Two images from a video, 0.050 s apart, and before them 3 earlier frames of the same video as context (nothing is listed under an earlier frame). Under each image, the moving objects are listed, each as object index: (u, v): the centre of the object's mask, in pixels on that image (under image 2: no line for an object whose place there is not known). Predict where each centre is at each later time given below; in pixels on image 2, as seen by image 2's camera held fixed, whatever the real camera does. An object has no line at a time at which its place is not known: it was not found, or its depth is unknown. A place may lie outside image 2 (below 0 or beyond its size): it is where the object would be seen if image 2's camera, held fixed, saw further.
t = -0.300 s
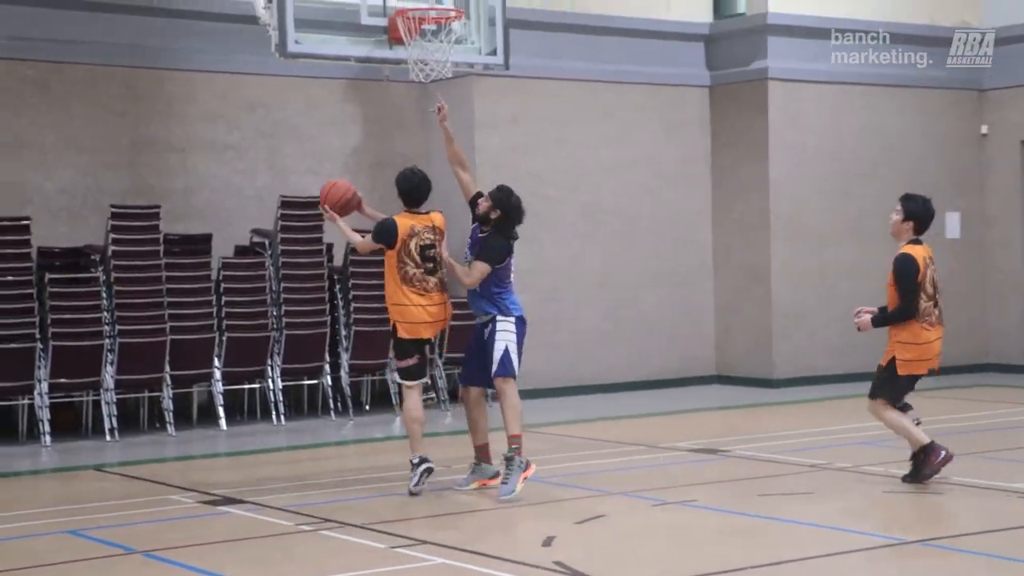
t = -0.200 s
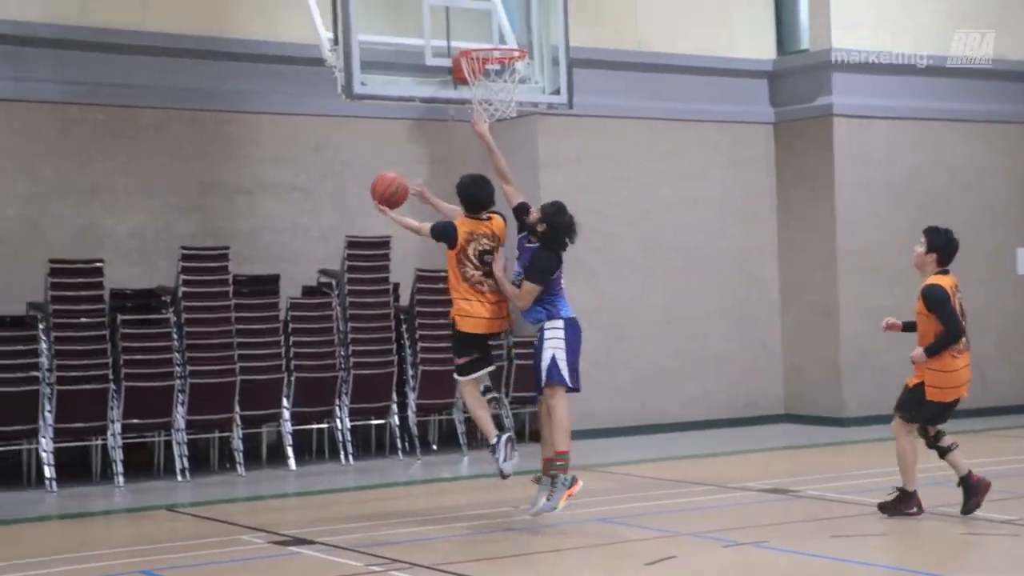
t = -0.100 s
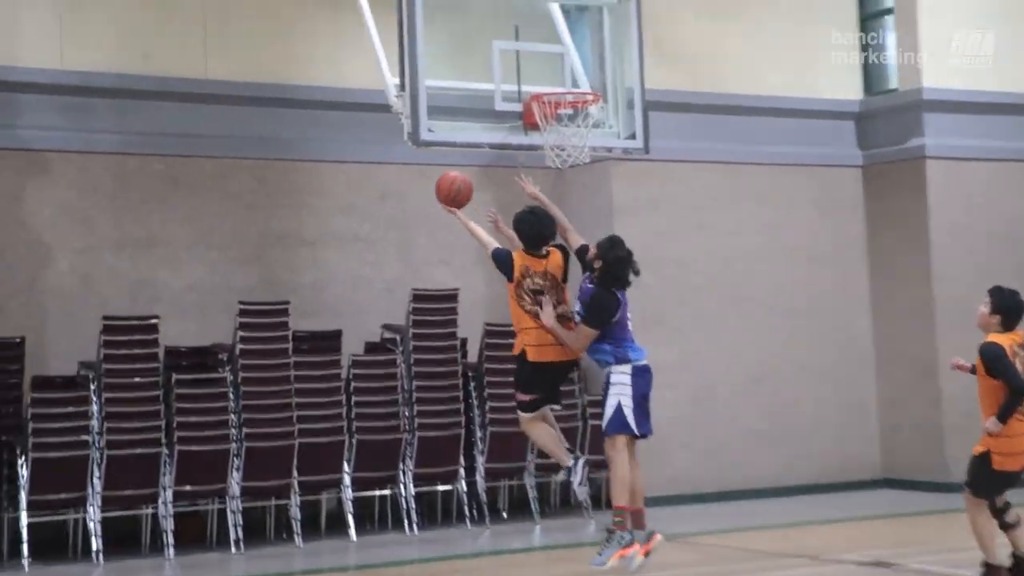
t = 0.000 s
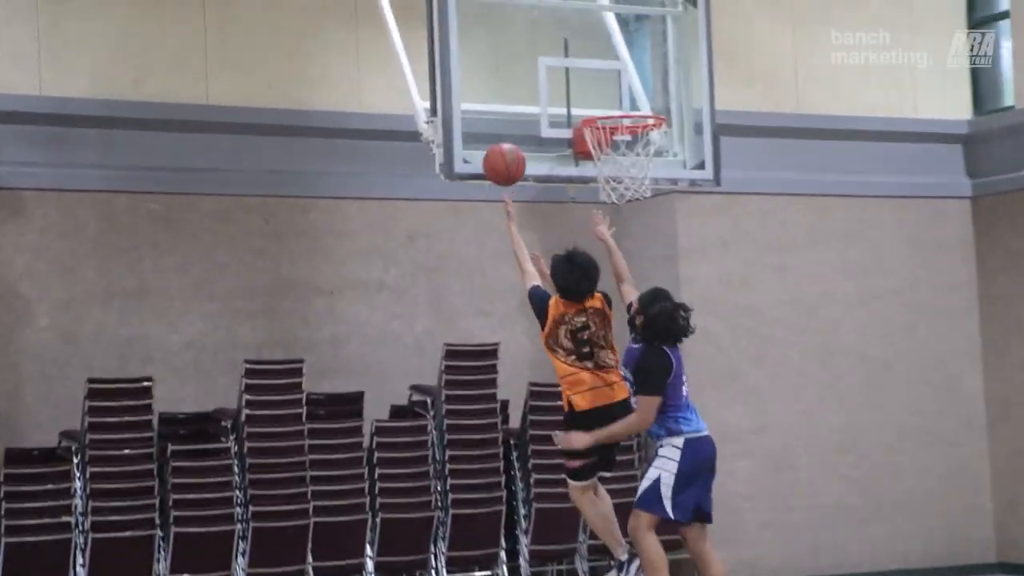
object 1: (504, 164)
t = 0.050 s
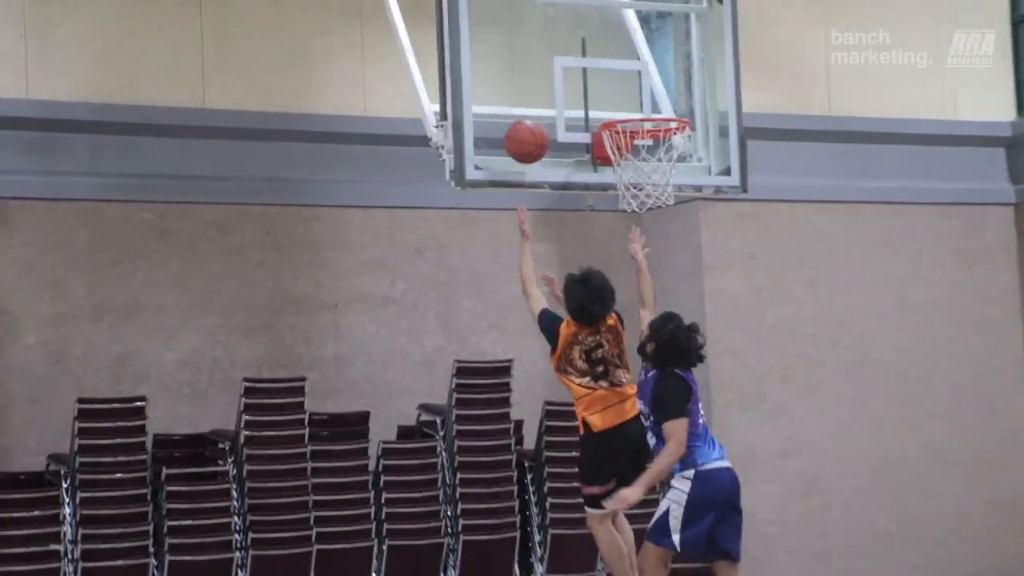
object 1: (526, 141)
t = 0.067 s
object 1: (529, 132)
